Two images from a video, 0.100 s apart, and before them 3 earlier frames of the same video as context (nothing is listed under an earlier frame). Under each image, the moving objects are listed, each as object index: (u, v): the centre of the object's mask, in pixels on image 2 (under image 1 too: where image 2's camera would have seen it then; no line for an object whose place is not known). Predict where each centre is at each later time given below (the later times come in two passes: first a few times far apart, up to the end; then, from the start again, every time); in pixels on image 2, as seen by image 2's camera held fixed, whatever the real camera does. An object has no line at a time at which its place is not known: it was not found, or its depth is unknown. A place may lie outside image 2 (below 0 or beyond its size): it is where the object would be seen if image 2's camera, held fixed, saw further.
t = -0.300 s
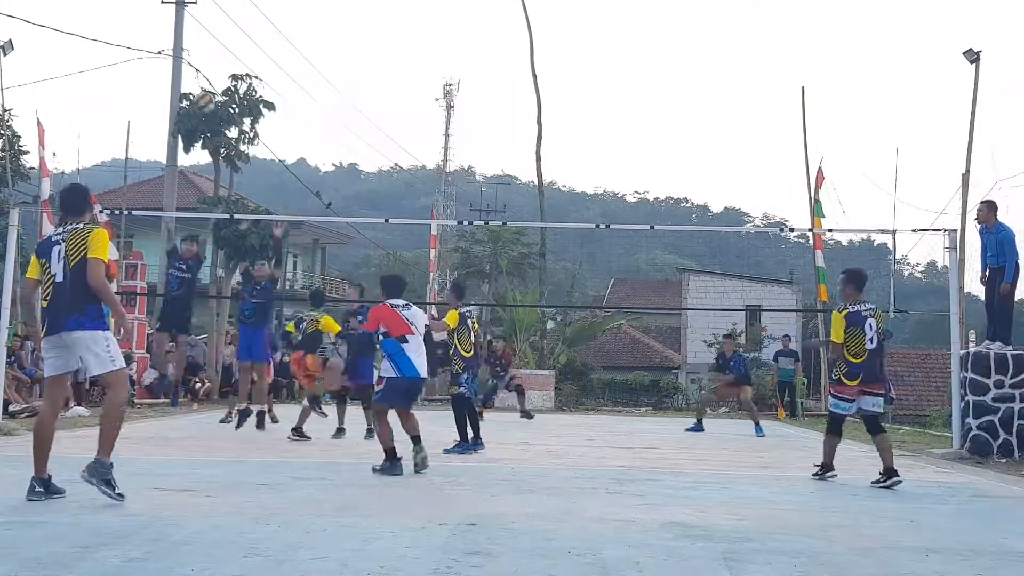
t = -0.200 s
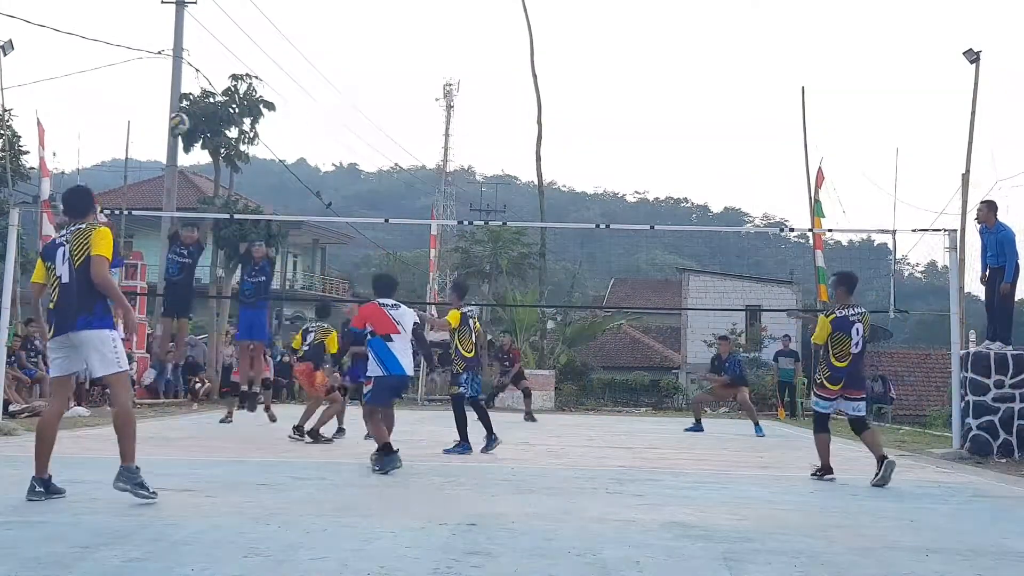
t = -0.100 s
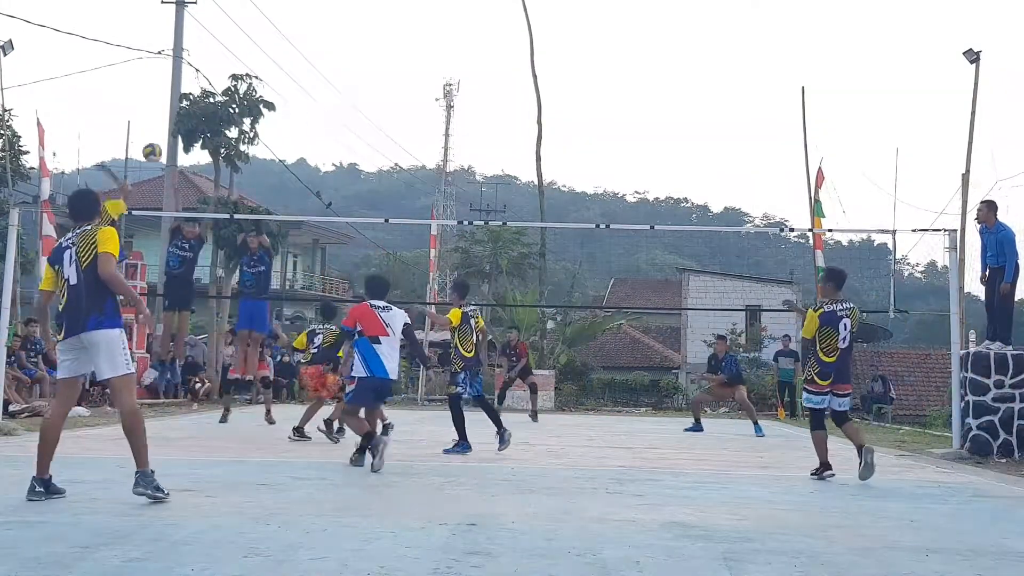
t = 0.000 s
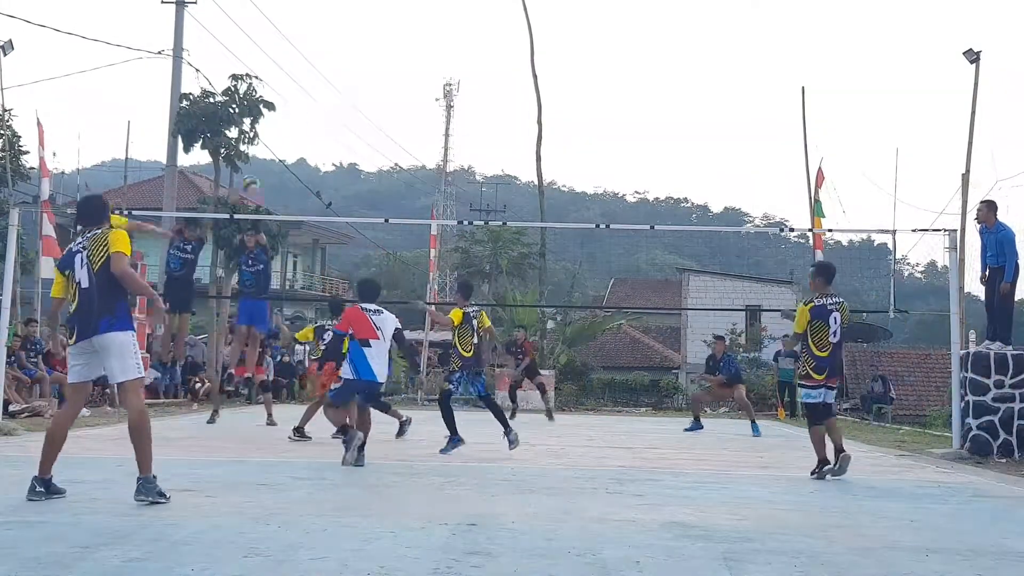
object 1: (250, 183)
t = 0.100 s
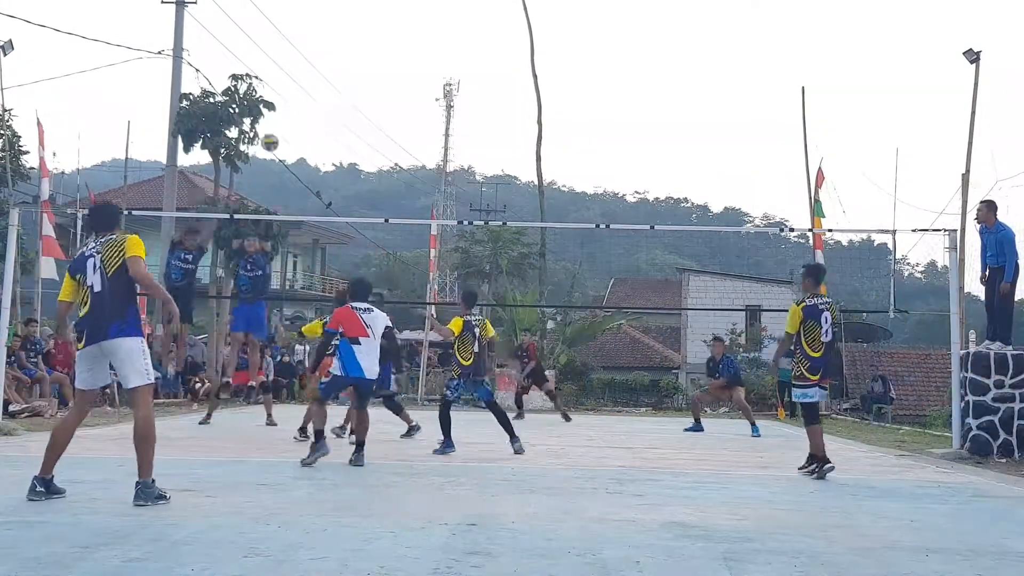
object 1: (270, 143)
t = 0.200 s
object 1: (289, 109)
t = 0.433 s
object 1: (335, 62)
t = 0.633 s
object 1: (374, 60)
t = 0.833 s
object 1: (411, 93)
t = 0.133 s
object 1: (276, 130)
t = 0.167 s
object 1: (283, 119)
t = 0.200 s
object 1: (289, 109)
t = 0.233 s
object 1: (296, 99)
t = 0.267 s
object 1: (303, 91)
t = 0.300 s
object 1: (309, 83)
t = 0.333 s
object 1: (316, 76)
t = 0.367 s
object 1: (322, 71)
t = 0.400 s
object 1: (328, 66)
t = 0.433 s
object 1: (335, 62)
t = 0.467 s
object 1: (341, 59)
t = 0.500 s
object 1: (348, 58)
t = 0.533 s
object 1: (354, 57)
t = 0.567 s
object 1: (361, 57)
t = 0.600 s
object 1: (367, 58)
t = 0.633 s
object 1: (374, 60)
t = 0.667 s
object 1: (380, 62)
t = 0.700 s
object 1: (386, 67)
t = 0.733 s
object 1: (392, 71)
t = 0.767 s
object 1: (399, 77)
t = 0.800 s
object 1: (405, 85)
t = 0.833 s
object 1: (411, 93)
